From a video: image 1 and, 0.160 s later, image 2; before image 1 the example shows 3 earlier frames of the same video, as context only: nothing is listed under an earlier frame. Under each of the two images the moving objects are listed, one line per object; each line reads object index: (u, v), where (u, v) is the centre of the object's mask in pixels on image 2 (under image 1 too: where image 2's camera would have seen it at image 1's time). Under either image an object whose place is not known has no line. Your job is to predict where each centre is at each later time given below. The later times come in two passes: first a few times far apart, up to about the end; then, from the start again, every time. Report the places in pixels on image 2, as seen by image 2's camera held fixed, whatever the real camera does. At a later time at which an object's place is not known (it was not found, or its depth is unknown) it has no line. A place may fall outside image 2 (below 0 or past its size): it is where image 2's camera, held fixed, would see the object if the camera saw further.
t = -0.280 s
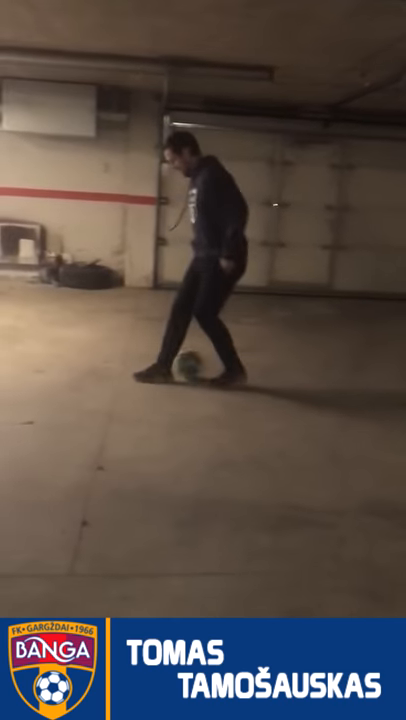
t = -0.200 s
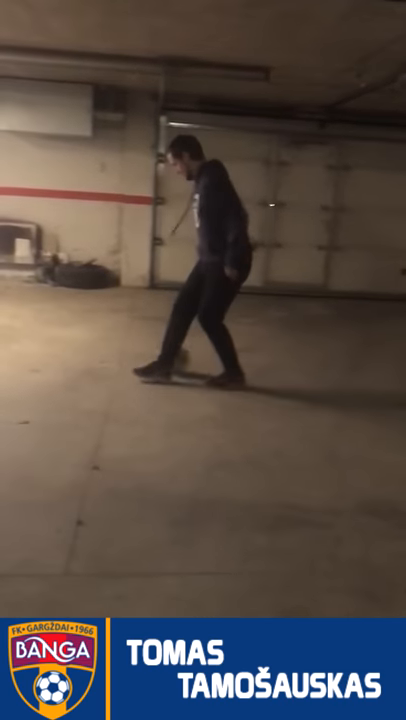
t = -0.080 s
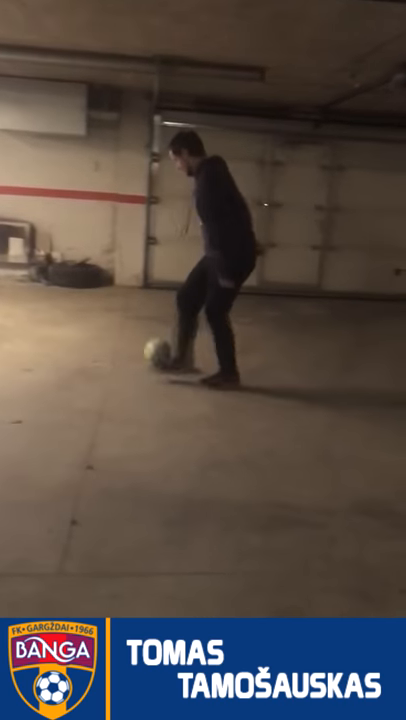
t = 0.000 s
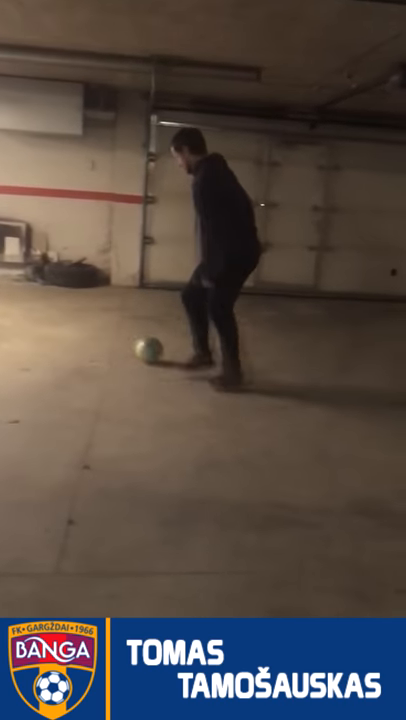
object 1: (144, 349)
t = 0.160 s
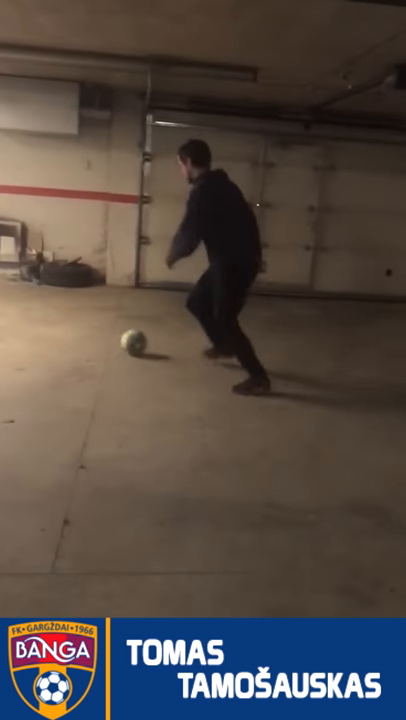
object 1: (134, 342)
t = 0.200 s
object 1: (131, 341)
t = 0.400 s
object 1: (120, 333)
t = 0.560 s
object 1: (112, 328)
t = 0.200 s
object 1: (131, 341)
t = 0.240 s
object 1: (129, 340)
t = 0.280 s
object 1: (126, 338)
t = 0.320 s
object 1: (125, 337)
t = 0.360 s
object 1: (122, 335)
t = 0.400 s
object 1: (120, 333)
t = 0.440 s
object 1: (118, 332)
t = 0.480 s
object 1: (116, 331)
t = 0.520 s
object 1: (114, 330)
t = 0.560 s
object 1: (112, 328)
